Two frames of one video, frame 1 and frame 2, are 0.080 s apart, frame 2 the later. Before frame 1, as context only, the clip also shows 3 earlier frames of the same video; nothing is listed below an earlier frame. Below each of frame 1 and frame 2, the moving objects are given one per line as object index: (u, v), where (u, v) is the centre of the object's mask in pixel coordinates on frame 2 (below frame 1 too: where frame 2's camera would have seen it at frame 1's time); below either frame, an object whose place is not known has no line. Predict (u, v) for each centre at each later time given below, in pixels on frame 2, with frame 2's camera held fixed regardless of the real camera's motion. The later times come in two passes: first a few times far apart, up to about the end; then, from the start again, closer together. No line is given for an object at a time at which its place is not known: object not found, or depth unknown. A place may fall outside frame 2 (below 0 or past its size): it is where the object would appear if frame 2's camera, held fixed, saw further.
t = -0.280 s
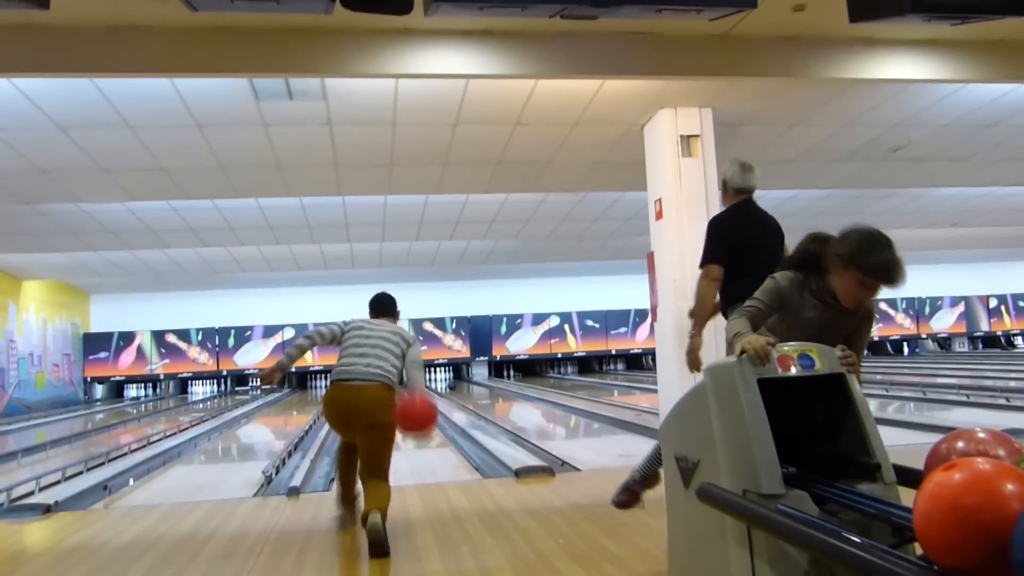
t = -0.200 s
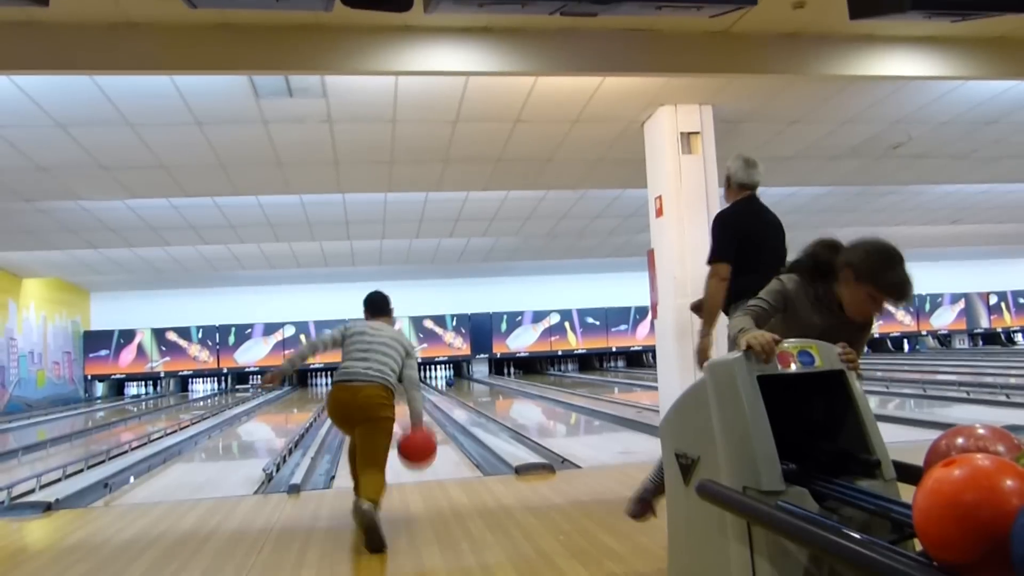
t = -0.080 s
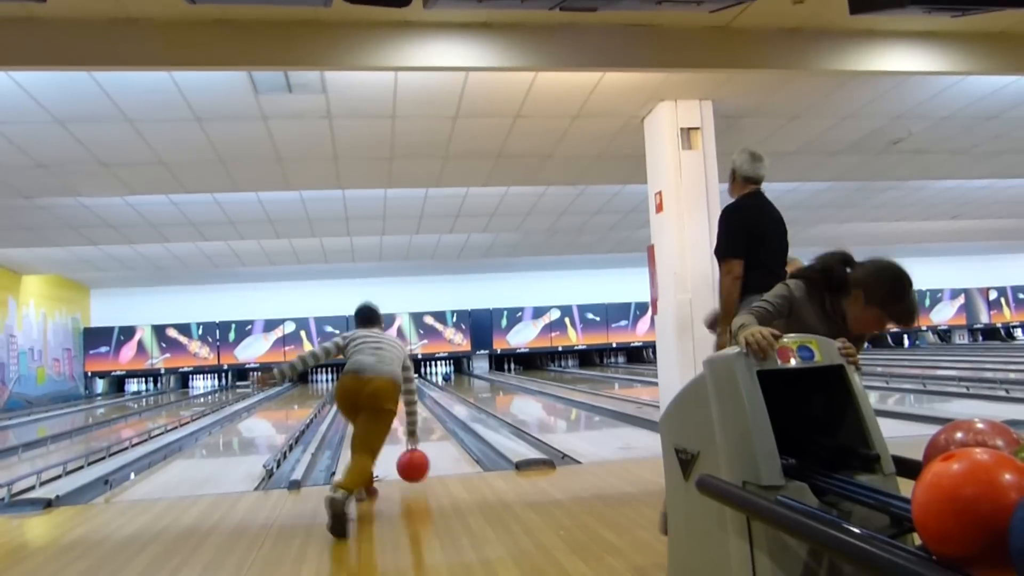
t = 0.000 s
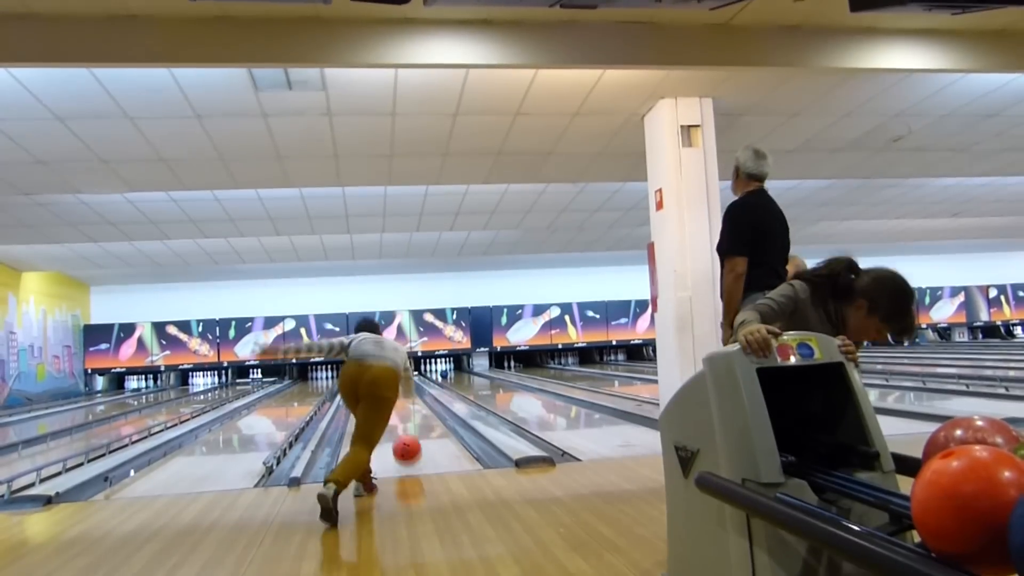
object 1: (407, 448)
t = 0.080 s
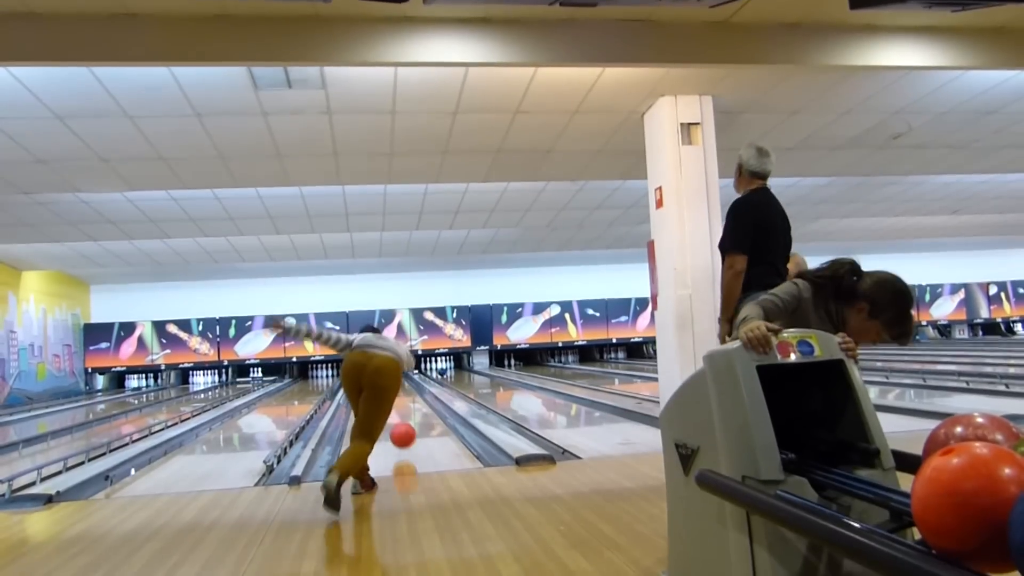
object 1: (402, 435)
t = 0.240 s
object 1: (400, 425)
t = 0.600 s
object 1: (387, 404)
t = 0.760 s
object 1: (381, 399)
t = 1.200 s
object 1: (380, 385)
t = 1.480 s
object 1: (378, 381)
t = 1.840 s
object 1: (376, 376)
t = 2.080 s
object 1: (375, 374)
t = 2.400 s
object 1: (375, 371)
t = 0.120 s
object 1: (401, 432)
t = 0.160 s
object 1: (399, 431)
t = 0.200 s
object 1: (398, 428)
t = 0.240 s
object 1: (400, 425)
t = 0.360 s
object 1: (387, 417)
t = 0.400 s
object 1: (388, 414)
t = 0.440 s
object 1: (389, 411)
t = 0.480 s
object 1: (389, 409)
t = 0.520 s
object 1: (389, 406)
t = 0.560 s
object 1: (388, 405)
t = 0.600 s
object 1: (387, 404)
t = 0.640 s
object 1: (386, 402)
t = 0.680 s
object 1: (384, 401)
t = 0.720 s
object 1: (382, 399)
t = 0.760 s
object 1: (381, 399)
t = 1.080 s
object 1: (382, 387)
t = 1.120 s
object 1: (381, 387)
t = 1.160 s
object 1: (381, 387)
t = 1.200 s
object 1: (380, 385)
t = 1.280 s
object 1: (382, 381)
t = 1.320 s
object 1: (379, 382)
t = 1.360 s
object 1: (378, 382)
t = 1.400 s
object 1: (378, 382)
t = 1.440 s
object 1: (378, 381)
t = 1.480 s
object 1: (378, 381)
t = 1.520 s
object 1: (378, 380)
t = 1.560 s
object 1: (378, 379)
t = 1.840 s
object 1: (376, 376)
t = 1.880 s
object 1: (376, 376)
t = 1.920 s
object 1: (375, 375)
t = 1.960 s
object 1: (375, 375)
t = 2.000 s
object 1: (375, 375)
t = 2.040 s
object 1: (375, 375)
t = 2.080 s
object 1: (375, 374)
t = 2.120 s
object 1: (375, 374)
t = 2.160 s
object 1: (375, 373)
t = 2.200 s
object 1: (375, 374)
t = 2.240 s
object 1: (375, 375)
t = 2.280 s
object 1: (375, 374)
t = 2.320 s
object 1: (375, 373)
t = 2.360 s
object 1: (375, 371)
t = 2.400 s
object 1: (375, 371)
